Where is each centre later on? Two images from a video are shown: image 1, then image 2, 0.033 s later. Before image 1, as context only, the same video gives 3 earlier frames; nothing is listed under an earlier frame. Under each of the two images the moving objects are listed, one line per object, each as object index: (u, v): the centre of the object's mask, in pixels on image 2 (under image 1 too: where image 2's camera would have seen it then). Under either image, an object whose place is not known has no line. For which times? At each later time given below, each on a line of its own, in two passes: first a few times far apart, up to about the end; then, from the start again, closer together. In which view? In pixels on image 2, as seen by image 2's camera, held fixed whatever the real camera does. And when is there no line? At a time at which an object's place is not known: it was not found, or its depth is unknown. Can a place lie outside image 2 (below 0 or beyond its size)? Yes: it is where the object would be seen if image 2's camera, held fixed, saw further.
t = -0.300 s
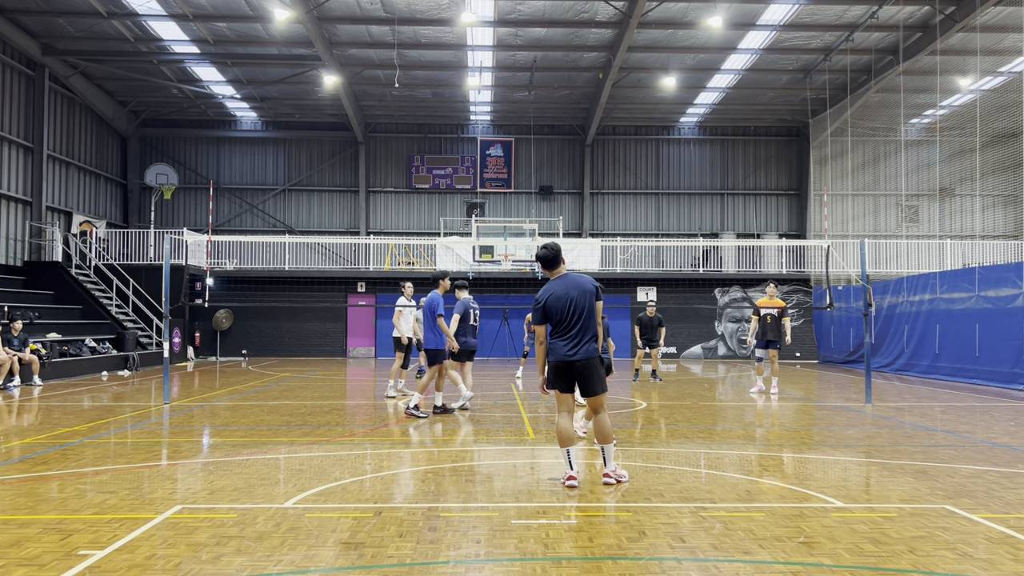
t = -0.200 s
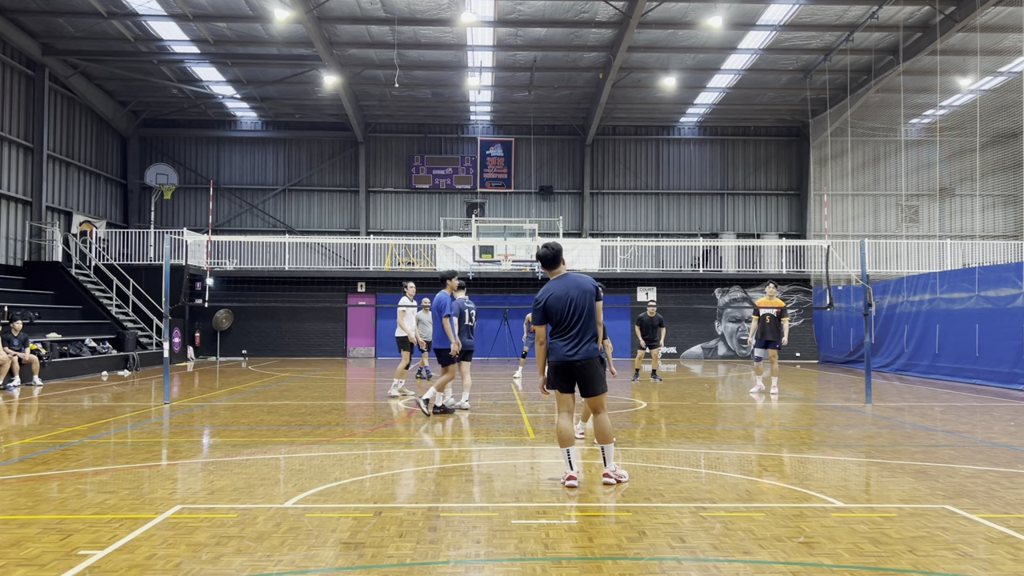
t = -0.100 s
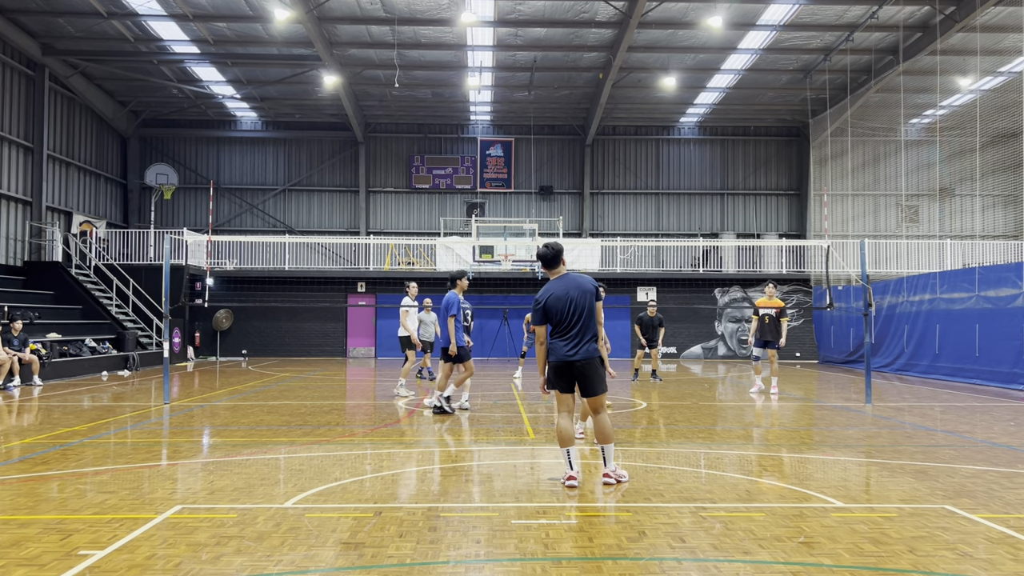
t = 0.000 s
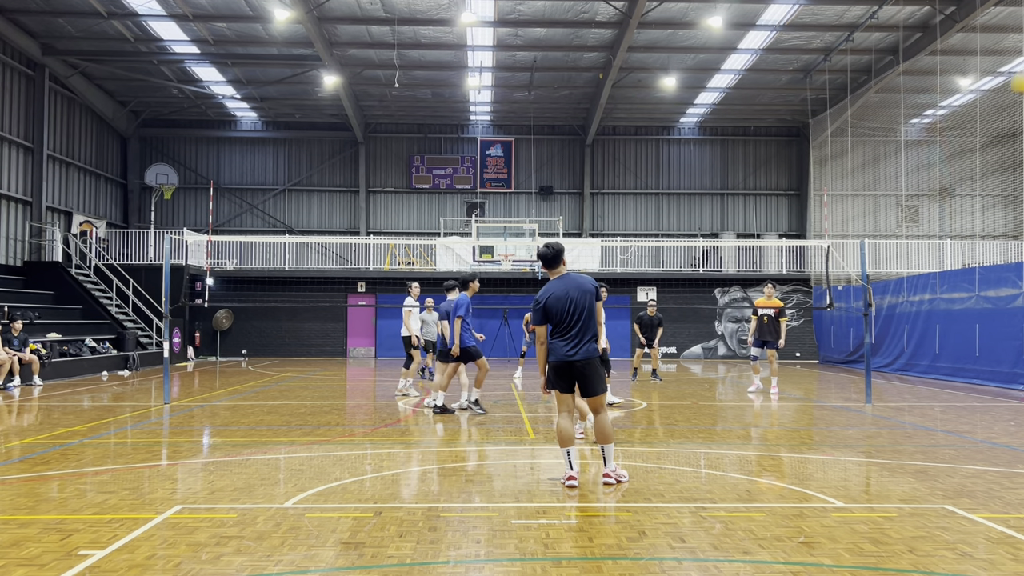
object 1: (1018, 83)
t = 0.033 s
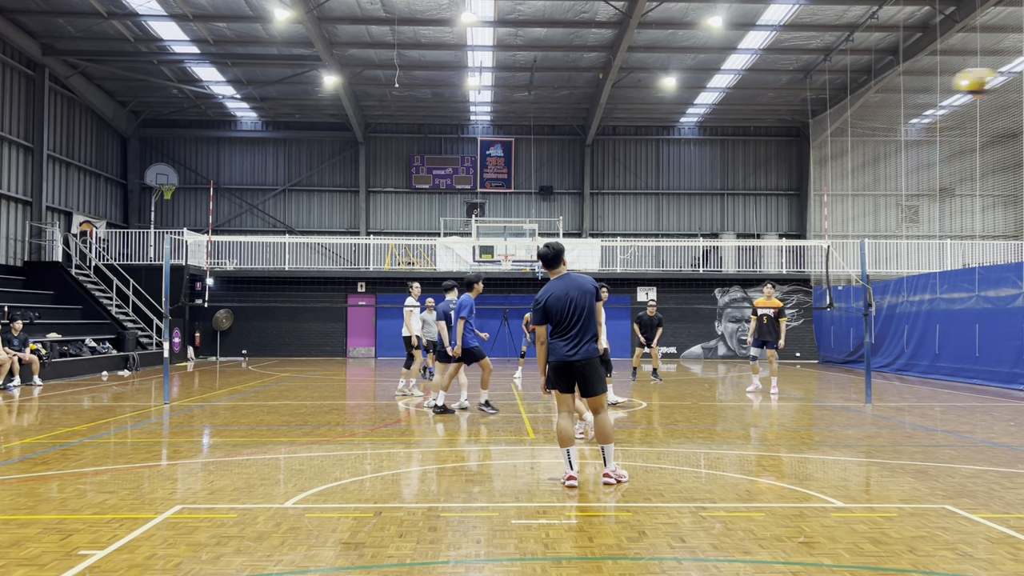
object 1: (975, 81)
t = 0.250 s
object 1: (740, 107)
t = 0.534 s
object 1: (594, 177)
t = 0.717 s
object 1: (538, 230)
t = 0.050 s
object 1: (949, 82)
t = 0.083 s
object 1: (902, 85)
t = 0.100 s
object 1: (881, 86)
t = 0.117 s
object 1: (861, 88)
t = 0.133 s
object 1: (842, 89)
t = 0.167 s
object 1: (809, 94)
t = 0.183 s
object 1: (793, 96)
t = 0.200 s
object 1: (778, 99)
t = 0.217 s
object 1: (765, 101)
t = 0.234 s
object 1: (752, 104)
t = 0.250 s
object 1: (740, 107)
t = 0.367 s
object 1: (668, 133)
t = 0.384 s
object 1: (659, 137)
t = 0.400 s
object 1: (651, 141)
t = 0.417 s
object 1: (643, 145)
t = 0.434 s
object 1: (635, 150)
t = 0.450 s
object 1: (627, 154)
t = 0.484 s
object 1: (613, 163)
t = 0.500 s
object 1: (607, 167)
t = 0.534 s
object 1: (594, 177)
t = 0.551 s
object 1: (588, 182)
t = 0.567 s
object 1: (583, 186)
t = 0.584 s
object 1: (577, 191)
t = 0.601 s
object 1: (572, 196)
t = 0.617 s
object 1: (566, 200)
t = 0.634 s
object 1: (561, 205)
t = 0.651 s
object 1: (556, 210)
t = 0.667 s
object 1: (552, 214)
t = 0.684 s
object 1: (547, 220)
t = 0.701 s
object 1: (542, 225)
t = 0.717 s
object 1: (538, 230)
